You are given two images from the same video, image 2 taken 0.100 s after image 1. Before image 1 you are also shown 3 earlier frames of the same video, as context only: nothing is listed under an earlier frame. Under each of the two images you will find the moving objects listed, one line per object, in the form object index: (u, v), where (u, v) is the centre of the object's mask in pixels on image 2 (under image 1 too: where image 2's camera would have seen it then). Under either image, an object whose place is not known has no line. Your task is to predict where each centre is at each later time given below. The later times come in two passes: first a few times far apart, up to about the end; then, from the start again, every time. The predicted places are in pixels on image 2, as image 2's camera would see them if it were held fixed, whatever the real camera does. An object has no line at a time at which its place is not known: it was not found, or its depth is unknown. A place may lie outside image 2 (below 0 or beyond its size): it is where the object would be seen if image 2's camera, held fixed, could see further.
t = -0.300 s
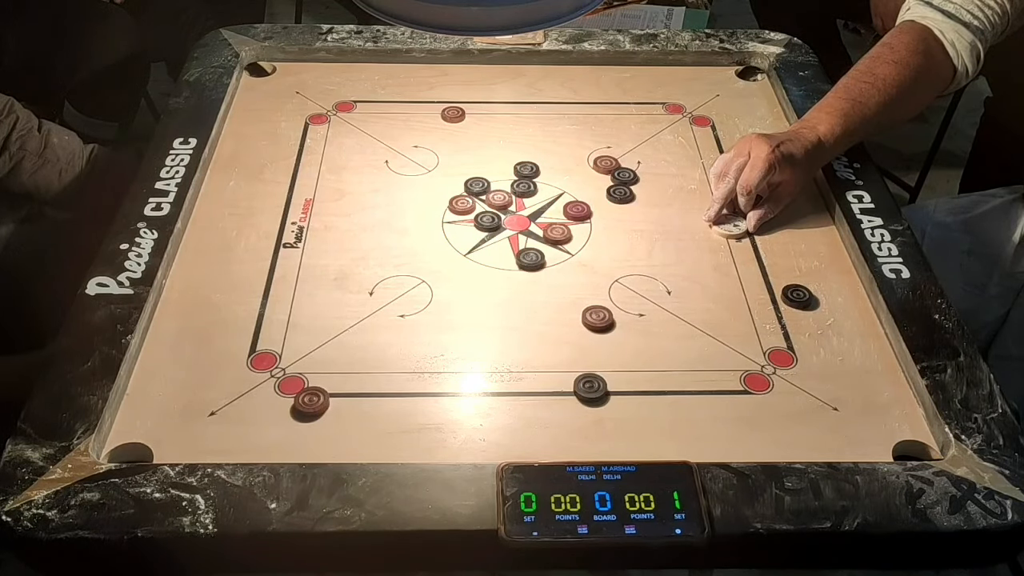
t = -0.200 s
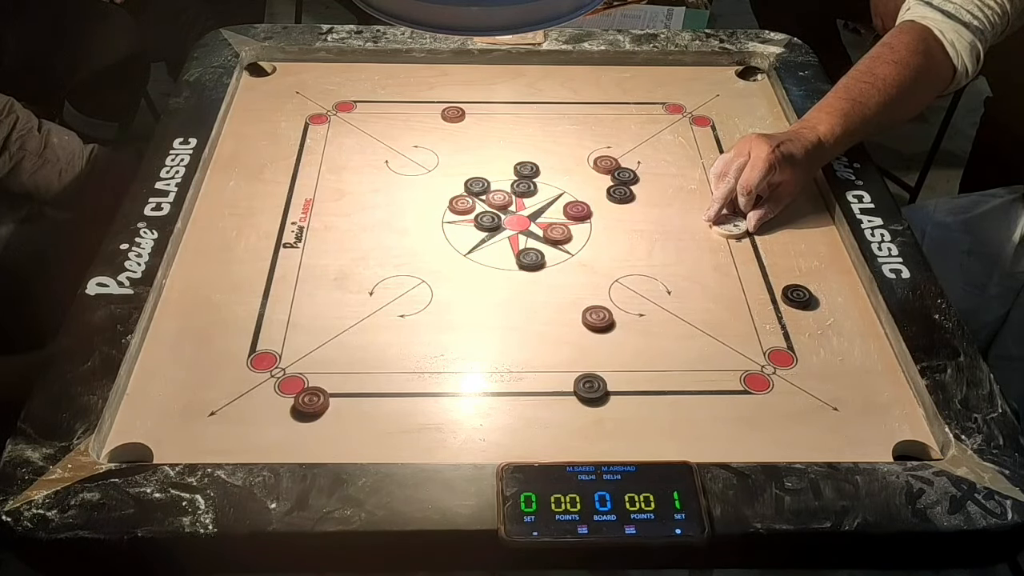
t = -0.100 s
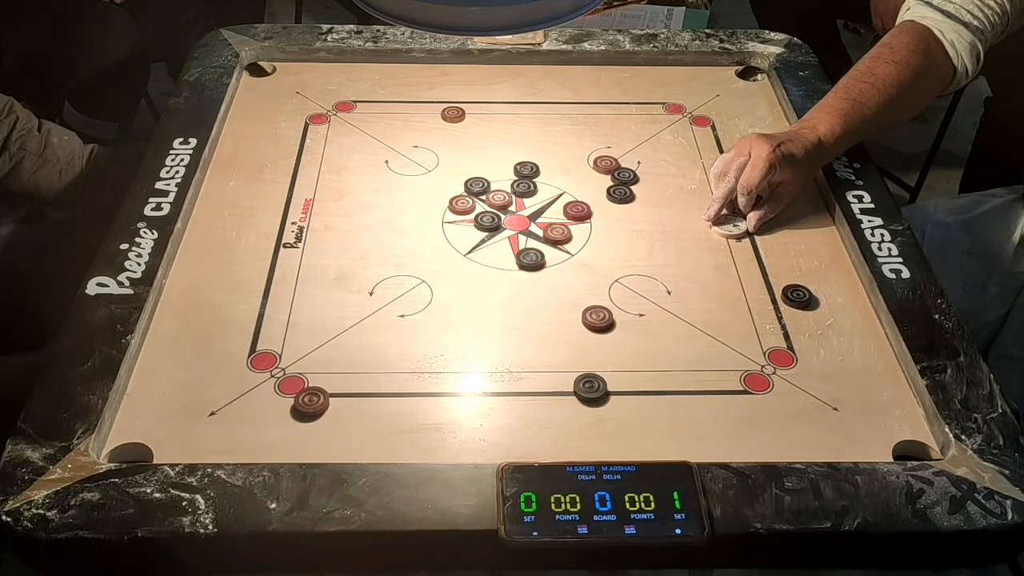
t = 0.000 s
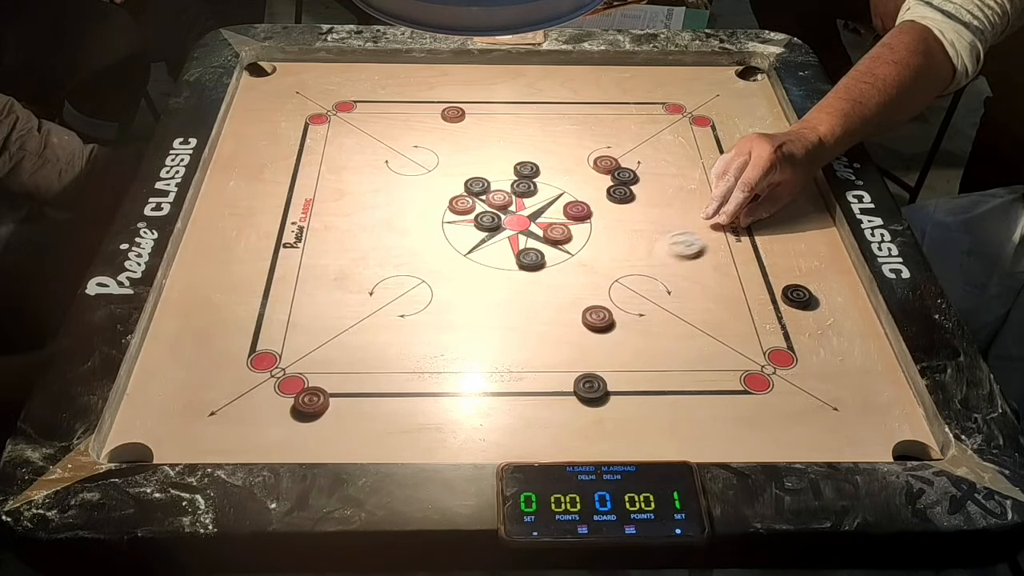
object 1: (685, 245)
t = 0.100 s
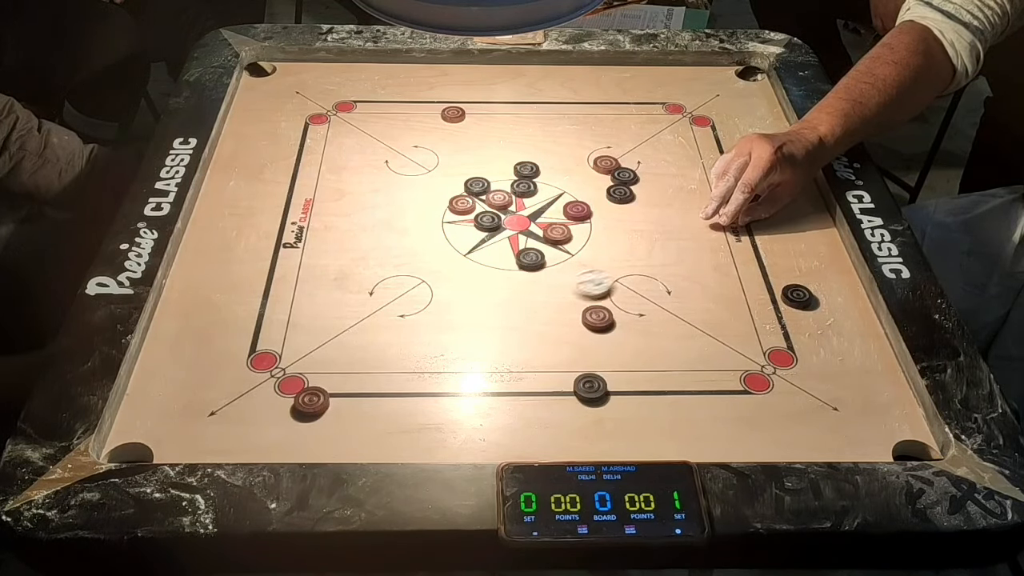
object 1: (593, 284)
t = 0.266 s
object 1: (443, 349)
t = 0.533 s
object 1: (308, 411)
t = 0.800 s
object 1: (297, 417)
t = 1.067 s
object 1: (297, 417)
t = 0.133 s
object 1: (563, 298)
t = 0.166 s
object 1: (533, 311)
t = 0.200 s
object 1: (503, 323)
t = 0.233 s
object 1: (473, 336)
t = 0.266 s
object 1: (443, 349)
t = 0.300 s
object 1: (416, 361)
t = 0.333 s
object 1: (389, 372)
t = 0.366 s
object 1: (361, 385)
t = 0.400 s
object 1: (343, 393)
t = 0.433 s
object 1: (332, 399)
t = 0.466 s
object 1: (322, 404)
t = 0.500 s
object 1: (314, 408)
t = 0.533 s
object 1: (308, 411)
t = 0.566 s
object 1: (303, 414)
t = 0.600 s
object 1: (299, 416)
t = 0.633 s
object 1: (297, 417)
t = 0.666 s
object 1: (297, 417)
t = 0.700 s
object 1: (297, 417)
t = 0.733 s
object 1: (297, 417)
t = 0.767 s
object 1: (297, 417)
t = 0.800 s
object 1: (297, 417)
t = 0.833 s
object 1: (297, 417)
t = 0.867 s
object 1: (297, 417)
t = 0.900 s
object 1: (297, 417)
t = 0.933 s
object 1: (297, 417)
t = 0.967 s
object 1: (297, 417)
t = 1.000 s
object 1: (297, 417)
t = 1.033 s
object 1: (297, 417)
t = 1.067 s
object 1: (297, 417)
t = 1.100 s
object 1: (297, 417)
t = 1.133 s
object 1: (297, 417)
